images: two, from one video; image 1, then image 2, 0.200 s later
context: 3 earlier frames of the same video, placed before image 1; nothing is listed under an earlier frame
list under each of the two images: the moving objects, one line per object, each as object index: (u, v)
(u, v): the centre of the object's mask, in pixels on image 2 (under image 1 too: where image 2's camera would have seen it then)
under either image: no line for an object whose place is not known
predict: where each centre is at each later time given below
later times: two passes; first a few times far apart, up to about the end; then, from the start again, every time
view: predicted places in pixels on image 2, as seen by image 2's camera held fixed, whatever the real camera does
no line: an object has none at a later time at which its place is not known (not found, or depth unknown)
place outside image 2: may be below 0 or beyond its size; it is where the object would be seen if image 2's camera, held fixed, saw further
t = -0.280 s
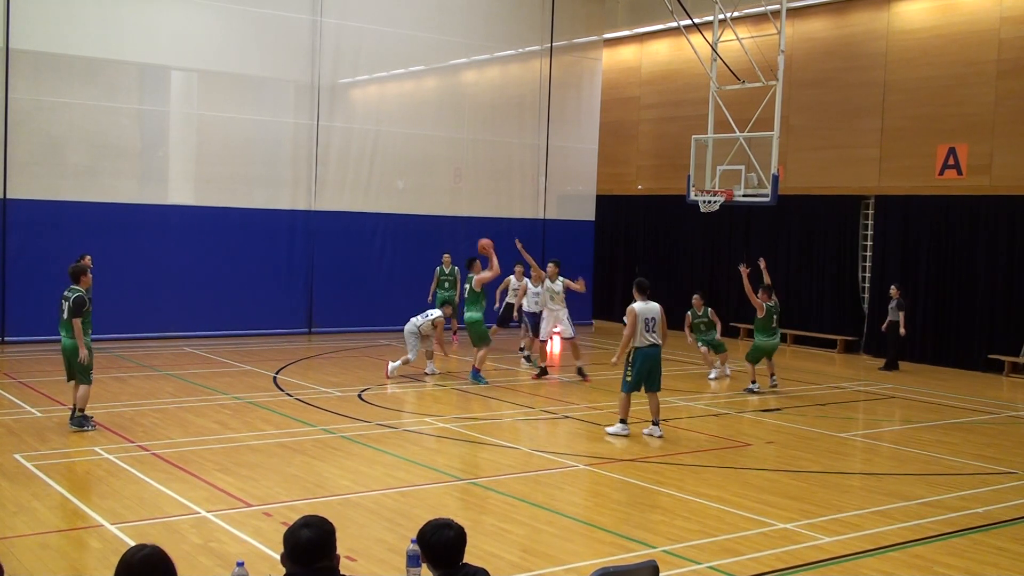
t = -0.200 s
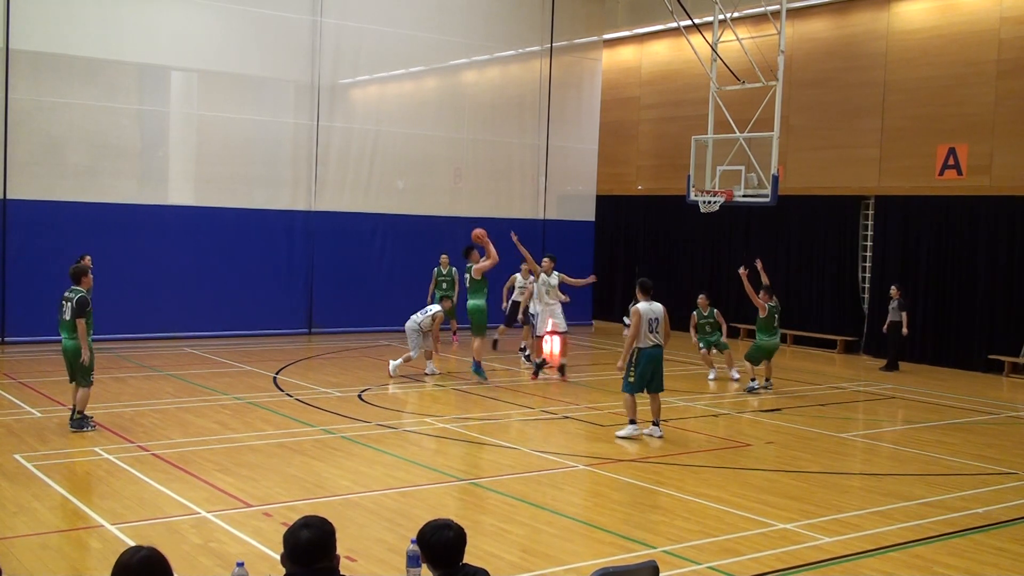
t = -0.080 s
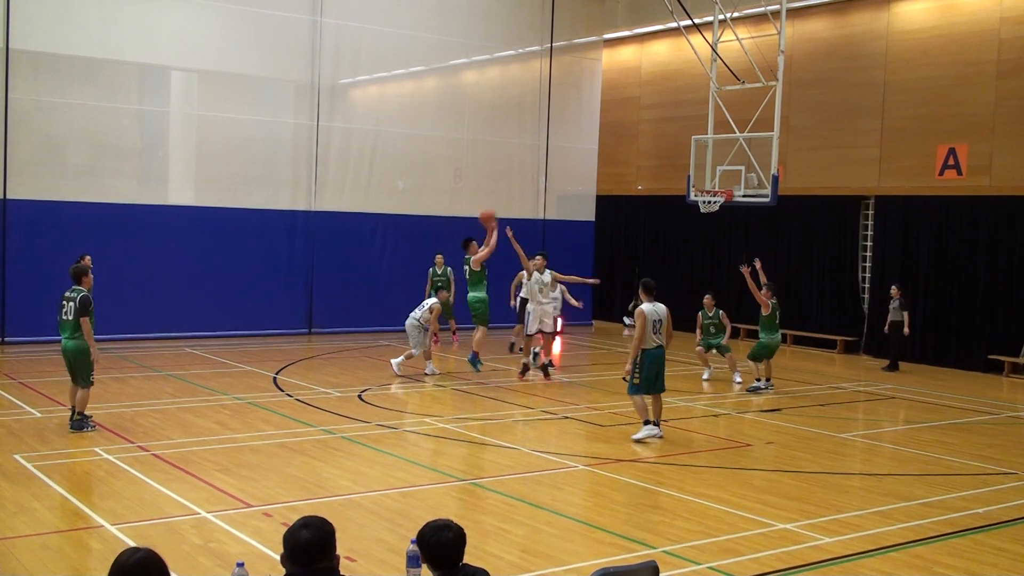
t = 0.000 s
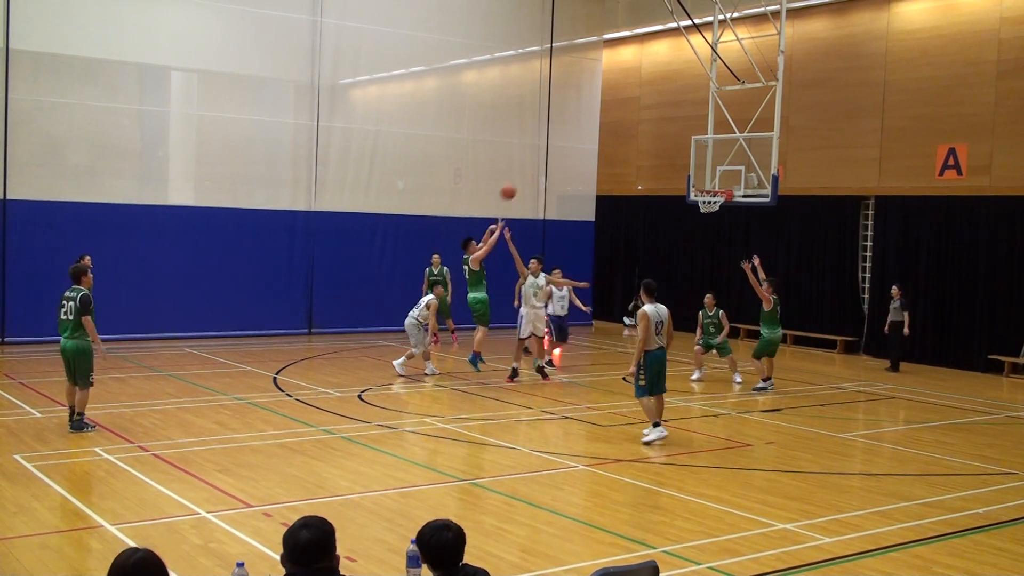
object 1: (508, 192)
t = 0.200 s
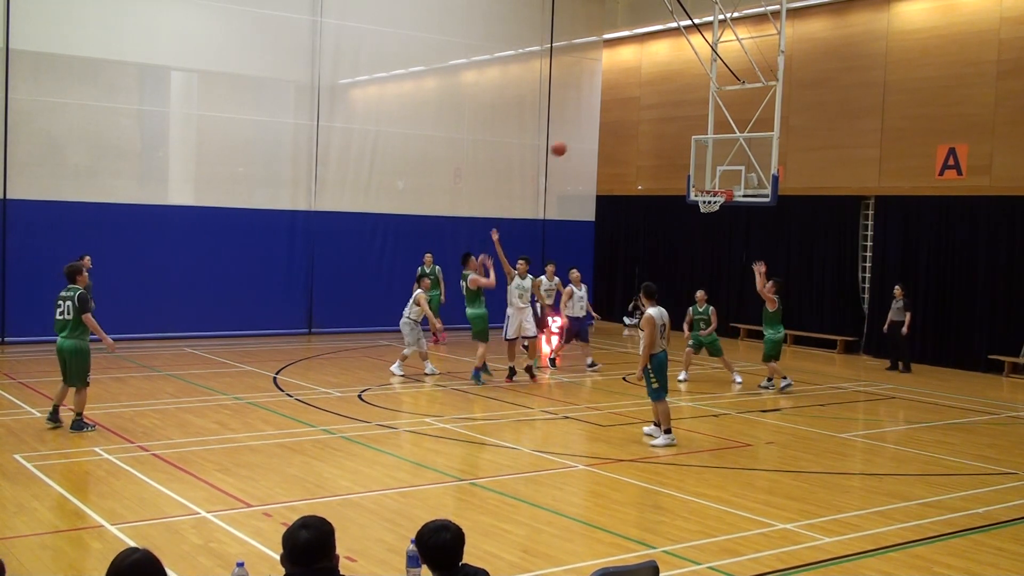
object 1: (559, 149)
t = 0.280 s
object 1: (578, 139)
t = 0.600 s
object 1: (650, 140)
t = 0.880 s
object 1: (708, 185)
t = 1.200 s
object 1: (722, 165)
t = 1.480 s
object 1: (720, 186)
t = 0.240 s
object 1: (568, 143)
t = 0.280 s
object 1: (578, 139)
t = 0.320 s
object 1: (588, 135)
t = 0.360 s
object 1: (597, 134)
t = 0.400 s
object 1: (606, 131)
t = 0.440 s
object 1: (615, 131)
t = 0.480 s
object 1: (624, 132)
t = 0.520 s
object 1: (633, 134)
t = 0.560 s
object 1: (642, 136)
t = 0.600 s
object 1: (650, 140)
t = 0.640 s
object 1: (659, 144)
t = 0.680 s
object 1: (668, 150)
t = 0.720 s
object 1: (675, 156)
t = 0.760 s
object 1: (683, 163)
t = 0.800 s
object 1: (693, 172)
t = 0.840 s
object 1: (700, 181)
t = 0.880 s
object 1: (708, 185)
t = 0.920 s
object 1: (716, 185)
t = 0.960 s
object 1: (720, 184)
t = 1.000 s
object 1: (721, 179)
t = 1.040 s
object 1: (721, 174)
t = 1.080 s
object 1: (721, 170)
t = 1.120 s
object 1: (722, 168)
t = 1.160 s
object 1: (722, 166)
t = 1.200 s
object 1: (722, 165)
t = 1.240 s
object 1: (722, 165)
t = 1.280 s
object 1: (722, 166)
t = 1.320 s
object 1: (722, 168)
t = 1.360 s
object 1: (722, 172)
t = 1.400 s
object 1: (722, 176)
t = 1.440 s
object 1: (722, 181)
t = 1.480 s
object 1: (720, 186)
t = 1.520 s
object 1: (723, 195)
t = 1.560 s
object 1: (723, 204)
